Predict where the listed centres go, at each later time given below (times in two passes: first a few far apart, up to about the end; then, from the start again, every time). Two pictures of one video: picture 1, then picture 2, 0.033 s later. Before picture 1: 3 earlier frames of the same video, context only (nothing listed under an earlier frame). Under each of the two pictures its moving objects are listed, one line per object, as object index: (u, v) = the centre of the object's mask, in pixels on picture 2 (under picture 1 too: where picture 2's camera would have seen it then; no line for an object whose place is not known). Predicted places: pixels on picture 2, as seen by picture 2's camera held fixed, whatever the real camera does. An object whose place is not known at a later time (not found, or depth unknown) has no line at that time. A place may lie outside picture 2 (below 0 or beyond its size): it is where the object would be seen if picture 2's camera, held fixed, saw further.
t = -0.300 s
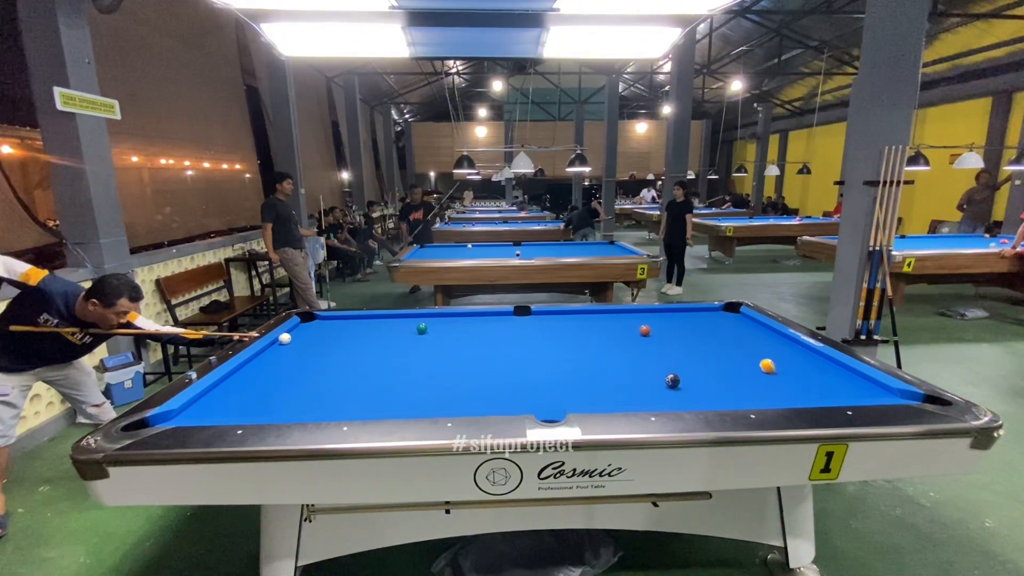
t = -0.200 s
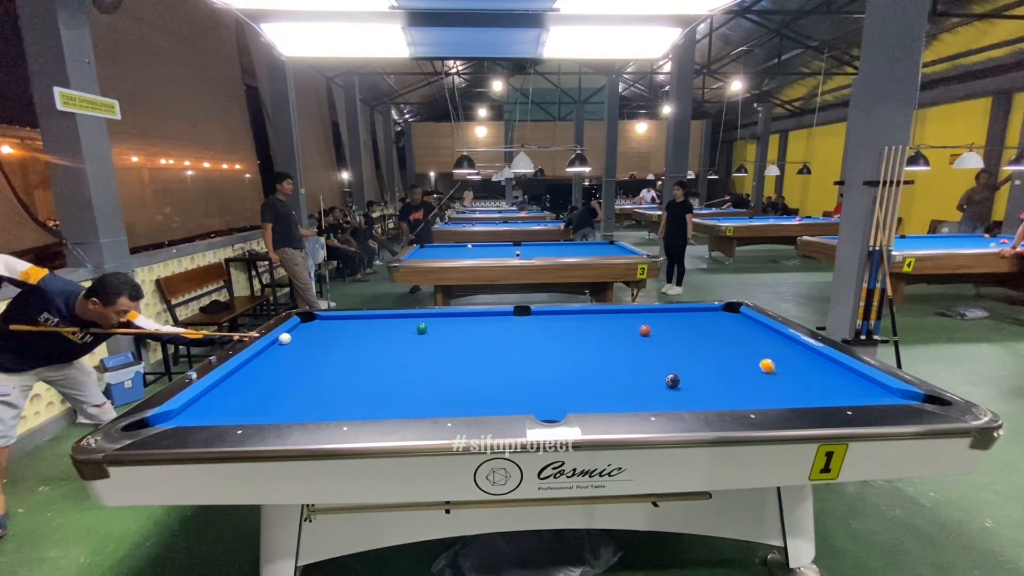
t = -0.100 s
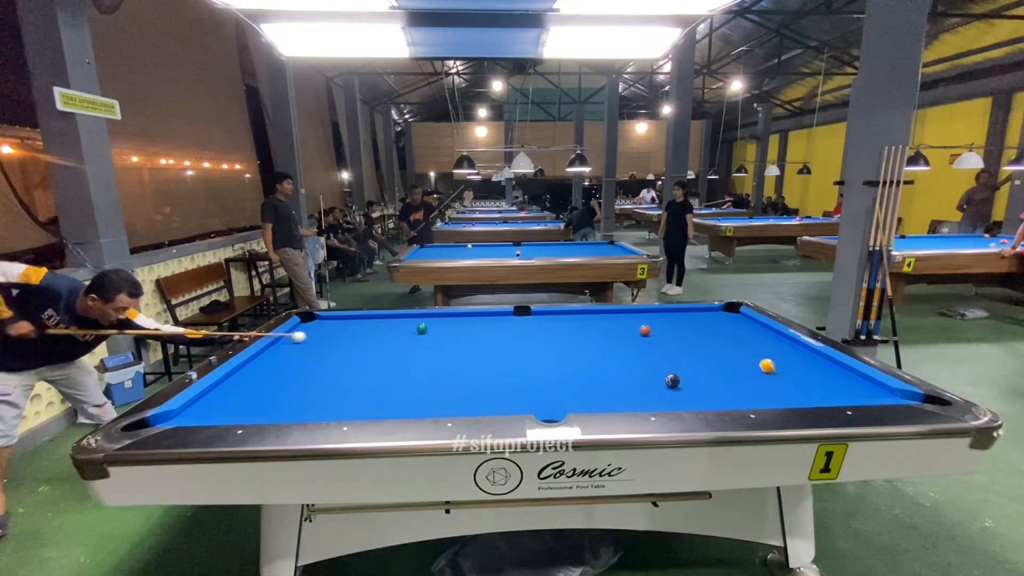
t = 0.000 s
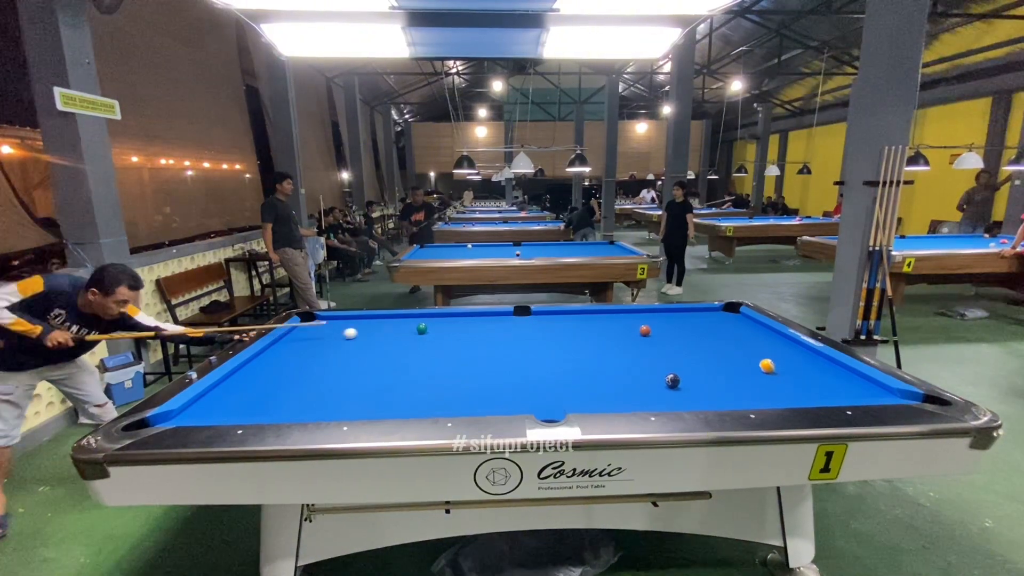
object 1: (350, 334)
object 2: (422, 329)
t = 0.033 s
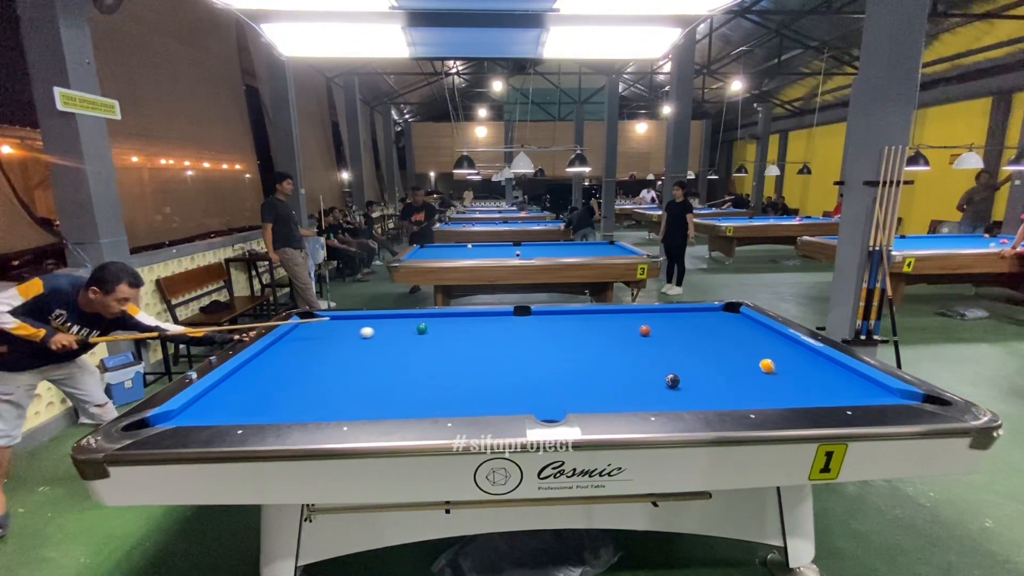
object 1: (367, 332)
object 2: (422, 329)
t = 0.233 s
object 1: (415, 329)
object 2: (467, 326)
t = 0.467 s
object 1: (440, 326)
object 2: (541, 321)
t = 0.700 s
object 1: (466, 324)
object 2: (602, 317)
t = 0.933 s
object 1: (490, 322)
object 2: (661, 313)
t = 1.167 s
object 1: (513, 320)
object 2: (716, 310)
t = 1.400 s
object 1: (534, 318)
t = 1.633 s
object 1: (554, 316)
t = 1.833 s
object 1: (570, 314)
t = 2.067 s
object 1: (588, 313)
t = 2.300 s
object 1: (604, 311)
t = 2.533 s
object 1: (619, 311)
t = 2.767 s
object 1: (632, 312)
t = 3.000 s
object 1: (645, 312)
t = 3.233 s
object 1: (657, 313)
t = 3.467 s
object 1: (668, 313)
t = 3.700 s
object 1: (679, 313)
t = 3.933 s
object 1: (688, 313)
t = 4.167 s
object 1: (697, 314)
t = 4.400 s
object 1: (704, 314)
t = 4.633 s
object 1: (711, 314)
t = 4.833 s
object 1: (716, 314)
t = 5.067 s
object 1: (721, 315)
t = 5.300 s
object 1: (725, 315)
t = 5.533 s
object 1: (728, 315)
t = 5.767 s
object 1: (730, 315)
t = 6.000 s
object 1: (731, 315)
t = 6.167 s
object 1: (731, 316)
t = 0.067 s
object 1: (383, 331)
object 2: (422, 329)
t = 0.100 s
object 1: (399, 330)
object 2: (422, 329)
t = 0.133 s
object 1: (411, 329)
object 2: (426, 328)
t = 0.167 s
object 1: (412, 329)
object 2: (440, 328)
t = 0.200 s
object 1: (413, 329)
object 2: (454, 327)
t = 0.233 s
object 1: (415, 329)
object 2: (467, 326)
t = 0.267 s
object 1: (417, 328)
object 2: (480, 325)
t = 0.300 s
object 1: (420, 328)
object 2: (491, 325)
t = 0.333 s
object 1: (424, 328)
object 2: (502, 323)
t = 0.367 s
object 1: (428, 327)
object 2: (513, 323)
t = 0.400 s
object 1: (432, 327)
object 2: (523, 322)
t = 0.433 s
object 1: (436, 327)
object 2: (532, 322)
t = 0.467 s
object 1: (440, 326)
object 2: (541, 321)
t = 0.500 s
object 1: (444, 326)
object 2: (550, 321)
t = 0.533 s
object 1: (448, 326)
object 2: (559, 320)
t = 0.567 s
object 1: (452, 325)
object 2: (568, 320)
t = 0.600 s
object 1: (455, 325)
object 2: (577, 319)
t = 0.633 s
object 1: (459, 325)
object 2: (585, 318)
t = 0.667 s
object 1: (462, 324)
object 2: (594, 318)
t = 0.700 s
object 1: (466, 324)
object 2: (602, 317)
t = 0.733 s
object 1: (470, 324)
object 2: (612, 317)
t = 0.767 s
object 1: (473, 323)
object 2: (619, 316)
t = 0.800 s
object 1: (477, 323)
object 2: (628, 316)
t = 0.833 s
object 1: (480, 323)
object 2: (636, 315)
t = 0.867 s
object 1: (483, 322)
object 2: (645, 314)
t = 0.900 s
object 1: (487, 322)
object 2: (653, 314)
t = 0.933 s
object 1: (490, 322)
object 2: (661, 313)
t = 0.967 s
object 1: (494, 321)
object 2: (669, 313)
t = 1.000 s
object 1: (497, 321)
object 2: (677, 312)
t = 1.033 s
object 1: (500, 321)
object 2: (686, 312)
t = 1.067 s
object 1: (504, 320)
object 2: (693, 311)
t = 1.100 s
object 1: (506, 320)
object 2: (701, 311)
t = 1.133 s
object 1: (510, 320)
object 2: (709, 311)
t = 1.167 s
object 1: (513, 320)
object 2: (716, 310)
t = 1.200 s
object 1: (516, 319)
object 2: (724, 310)
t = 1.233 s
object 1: (519, 319)
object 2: (731, 309)
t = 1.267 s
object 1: (522, 319)
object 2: (734, 308)
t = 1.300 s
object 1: (525, 318)
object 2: (731, 309)
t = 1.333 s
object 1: (528, 318)
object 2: (730, 310)
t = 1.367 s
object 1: (531, 318)
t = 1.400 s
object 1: (534, 318)
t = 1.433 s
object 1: (537, 317)
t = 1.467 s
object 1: (540, 317)
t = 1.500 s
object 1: (543, 317)
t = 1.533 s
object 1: (546, 317)
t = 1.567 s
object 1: (549, 316)
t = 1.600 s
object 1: (551, 316)
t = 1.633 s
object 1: (554, 316)
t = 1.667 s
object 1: (557, 316)
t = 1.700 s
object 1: (560, 316)
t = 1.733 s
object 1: (562, 315)
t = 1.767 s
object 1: (565, 315)
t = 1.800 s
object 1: (567, 315)
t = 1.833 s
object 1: (570, 314)
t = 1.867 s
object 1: (573, 314)
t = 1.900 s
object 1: (575, 314)
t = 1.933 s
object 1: (578, 314)
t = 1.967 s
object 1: (580, 314)
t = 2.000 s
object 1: (583, 313)
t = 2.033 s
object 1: (585, 313)
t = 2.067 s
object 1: (588, 313)
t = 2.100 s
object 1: (590, 313)
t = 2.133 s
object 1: (592, 313)
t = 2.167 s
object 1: (595, 312)
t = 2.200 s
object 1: (597, 312)
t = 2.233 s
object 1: (600, 312)
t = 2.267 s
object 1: (602, 312)
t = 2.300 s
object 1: (604, 311)
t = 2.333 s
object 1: (606, 311)
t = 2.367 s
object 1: (608, 311)
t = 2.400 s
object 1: (611, 311)
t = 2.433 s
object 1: (613, 311)
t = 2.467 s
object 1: (615, 311)
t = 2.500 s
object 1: (617, 311)
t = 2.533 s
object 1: (619, 311)
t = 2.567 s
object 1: (621, 312)
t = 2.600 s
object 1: (623, 312)
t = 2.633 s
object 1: (625, 312)
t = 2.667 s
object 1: (627, 312)
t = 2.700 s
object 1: (628, 312)
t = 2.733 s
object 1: (630, 312)
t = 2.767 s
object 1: (632, 312)
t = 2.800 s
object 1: (634, 312)
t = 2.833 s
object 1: (636, 312)
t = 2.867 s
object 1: (638, 312)
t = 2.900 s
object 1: (640, 312)
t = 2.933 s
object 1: (642, 312)
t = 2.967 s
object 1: (643, 312)
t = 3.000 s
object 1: (645, 312)
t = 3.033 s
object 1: (647, 312)
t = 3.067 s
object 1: (649, 312)
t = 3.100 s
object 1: (651, 312)
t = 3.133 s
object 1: (652, 312)
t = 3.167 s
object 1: (654, 312)
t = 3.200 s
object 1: (655, 313)
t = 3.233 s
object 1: (657, 313)
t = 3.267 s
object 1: (659, 312)
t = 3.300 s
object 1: (660, 312)
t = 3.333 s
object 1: (662, 313)
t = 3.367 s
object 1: (664, 312)
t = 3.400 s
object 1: (665, 313)
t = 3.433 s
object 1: (667, 313)
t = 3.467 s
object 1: (668, 313)
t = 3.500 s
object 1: (670, 313)
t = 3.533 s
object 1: (671, 313)
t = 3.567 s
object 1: (673, 313)
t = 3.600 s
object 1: (674, 313)
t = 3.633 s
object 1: (676, 313)
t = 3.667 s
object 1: (677, 313)
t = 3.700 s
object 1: (679, 313)
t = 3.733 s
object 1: (680, 313)
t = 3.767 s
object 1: (681, 313)
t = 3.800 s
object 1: (683, 313)
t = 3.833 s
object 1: (684, 313)
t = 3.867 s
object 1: (685, 313)
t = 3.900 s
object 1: (687, 313)
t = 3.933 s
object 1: (688, 313)
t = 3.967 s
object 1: (689, 313)
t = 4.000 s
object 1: (690, 313)
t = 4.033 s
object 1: (692, 313)
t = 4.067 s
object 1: (693, 314)
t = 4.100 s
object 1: (694, 314)
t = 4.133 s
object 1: (696, 314)
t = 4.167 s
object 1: (697, 314)
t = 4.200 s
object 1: (698, 314)
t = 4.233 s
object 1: (699, 314)
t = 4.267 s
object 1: (700, 314)
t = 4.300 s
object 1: (701, 314)
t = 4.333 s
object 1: (702, 314)
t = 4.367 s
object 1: (703, 314)
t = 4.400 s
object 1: (704, 314)
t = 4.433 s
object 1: (705, 314)
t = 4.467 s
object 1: (706, 314)
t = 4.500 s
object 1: (707, 314)
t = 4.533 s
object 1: (708, 314)
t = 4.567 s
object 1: (709, 314)
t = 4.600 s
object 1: (710, 314)
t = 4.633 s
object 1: (711, 314)
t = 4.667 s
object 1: (712, 314)
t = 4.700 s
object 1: (713, 314)
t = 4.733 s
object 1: (714, 314)
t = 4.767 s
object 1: (714, 314)
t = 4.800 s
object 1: (715, 314)
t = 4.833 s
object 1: (716, 314)
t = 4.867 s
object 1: (717, 315)
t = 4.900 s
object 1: (717, 315)
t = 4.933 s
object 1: (718, 315)
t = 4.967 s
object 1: (719, 315)
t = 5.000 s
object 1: (719, 315)
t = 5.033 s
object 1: (720, 315)
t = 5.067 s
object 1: (721, 315)
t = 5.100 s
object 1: (721, 315)
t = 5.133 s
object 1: (722, 315)
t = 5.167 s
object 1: (722, 315)
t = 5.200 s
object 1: (723, 315)
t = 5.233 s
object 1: (724, 315)
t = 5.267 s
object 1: (724, 315)
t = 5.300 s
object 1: (725, 315)
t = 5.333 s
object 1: (725, 315)
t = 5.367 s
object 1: (726, 315)
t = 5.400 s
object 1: (726, 315)
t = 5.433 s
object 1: (727, 315)
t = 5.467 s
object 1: (727, 315)
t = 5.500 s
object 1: (727, 315)
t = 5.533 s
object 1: (728, 315)
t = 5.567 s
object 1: (728, 315)
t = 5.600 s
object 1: (728, 315)
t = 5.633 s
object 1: (729, 315)
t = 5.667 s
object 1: (729, 315)
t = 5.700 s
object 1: (729, 315)
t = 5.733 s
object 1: (730, 315)
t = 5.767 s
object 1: (730, 315)
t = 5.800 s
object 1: (730, 315)
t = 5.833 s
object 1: (730, 316)
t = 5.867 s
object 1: (730, 316)
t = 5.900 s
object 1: (730, 316)
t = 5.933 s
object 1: (731, 315)
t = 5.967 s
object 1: (731, 315)
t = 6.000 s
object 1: (731, 315)
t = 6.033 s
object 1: (731, 316)
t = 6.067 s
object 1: (731, 316)
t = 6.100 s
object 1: (731, 315)
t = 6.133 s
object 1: (731, 316)
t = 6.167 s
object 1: (731, 316)
